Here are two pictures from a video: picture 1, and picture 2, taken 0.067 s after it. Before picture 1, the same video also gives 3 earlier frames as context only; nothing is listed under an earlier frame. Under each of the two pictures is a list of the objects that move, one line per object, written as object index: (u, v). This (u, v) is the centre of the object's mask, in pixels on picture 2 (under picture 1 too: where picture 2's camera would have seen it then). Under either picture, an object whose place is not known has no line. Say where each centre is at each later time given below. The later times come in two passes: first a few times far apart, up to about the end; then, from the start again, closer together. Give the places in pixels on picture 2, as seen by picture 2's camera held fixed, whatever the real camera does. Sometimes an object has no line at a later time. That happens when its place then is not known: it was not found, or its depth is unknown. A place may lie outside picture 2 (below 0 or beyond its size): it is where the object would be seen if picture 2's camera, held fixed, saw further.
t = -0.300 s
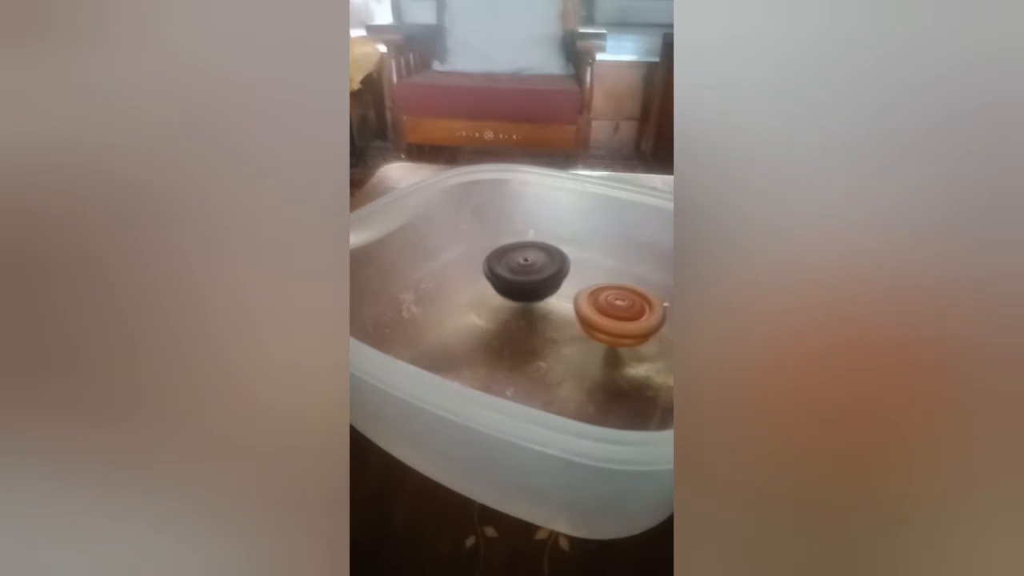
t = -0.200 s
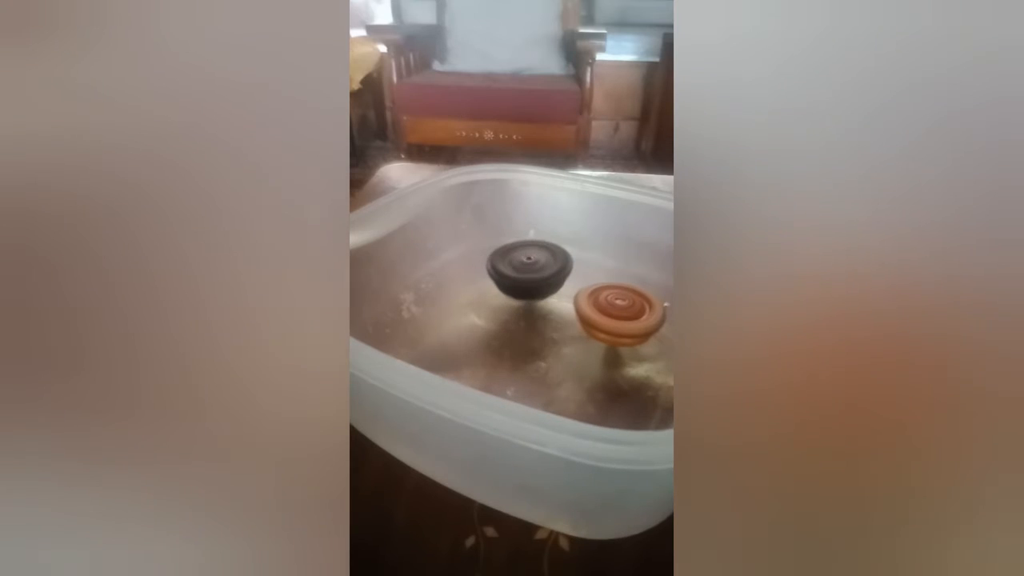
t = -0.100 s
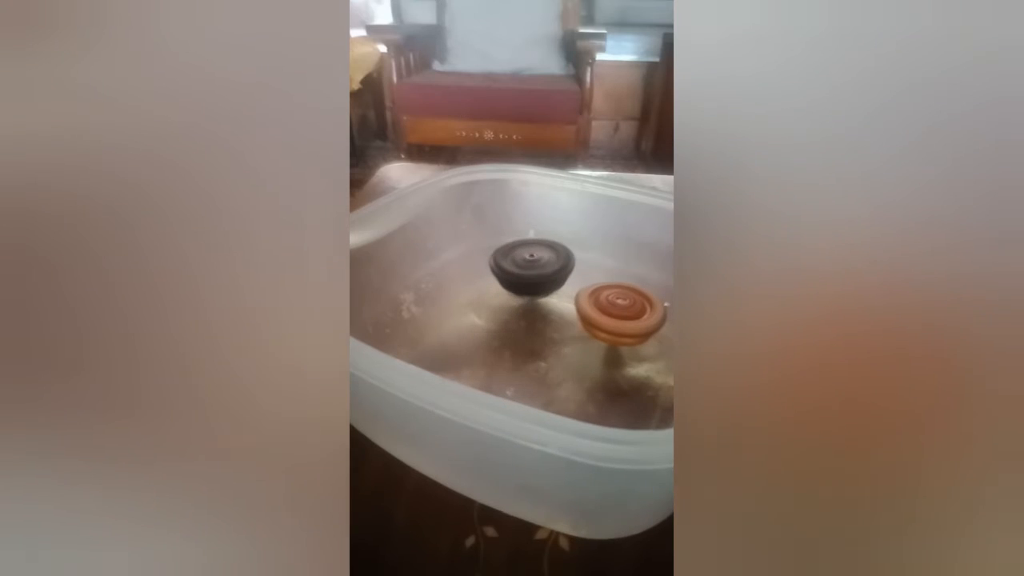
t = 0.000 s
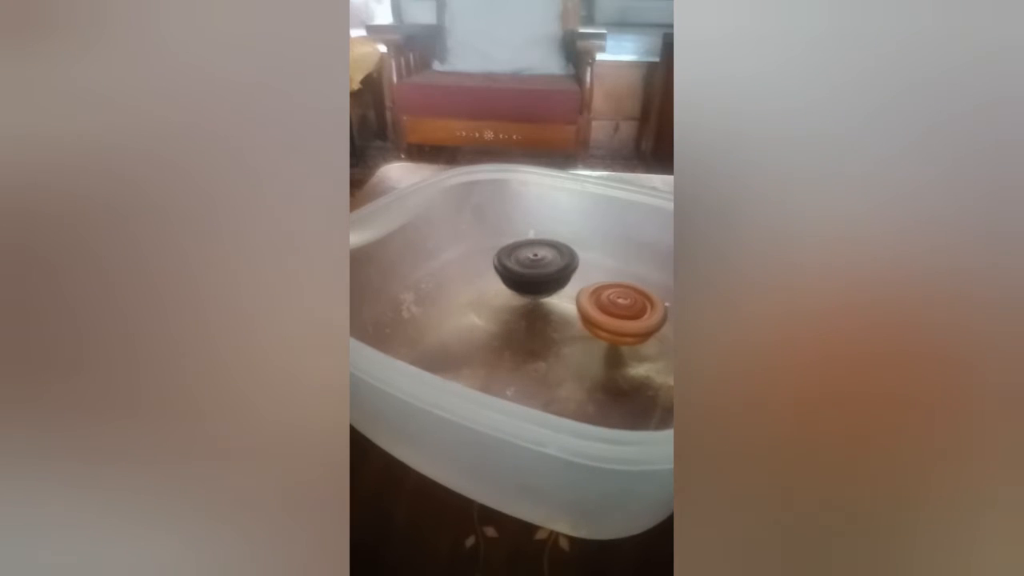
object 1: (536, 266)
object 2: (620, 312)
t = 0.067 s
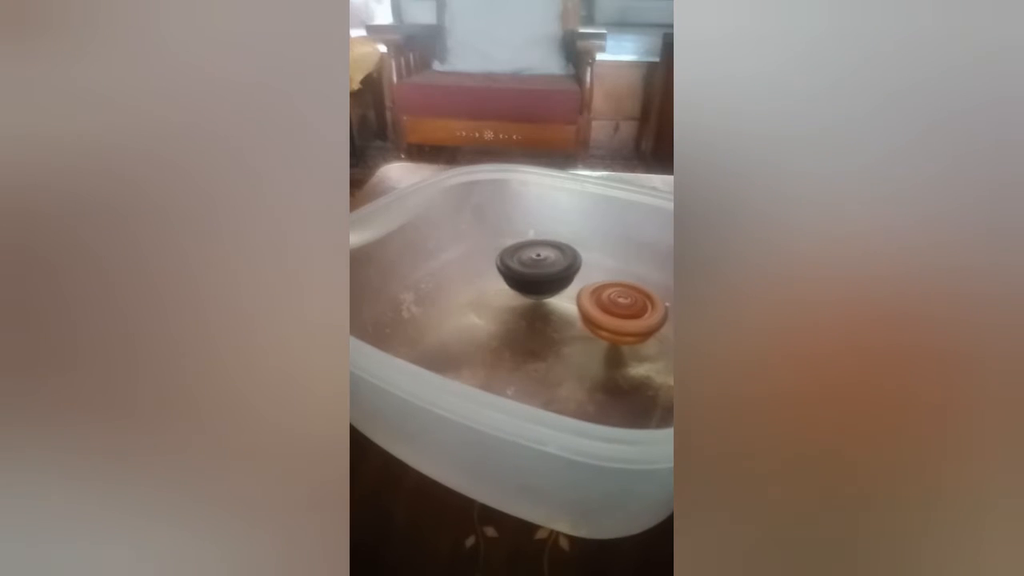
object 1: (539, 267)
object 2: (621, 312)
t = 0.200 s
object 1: (541, 268)
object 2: (621, 310)
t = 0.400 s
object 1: (525, 271)
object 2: (621, 311)
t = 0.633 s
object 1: (477, 287)
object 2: (624, 311)
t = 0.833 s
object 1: (475, 325)
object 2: (621, 313)
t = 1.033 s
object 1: (476, 361)
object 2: (631, 314)
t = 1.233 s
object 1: (496, 364)
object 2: (616, 318)
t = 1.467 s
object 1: (524, 355)
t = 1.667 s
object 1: (526, 350)
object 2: (633, 332)
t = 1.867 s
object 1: (522, 347)
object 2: (631, 326)
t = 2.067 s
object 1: (521, 348)
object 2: (623, 326)
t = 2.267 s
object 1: (513, 354)
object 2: (615, 328)
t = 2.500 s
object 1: (509, 361)
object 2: (605, 321)
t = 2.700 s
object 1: (517, 363)
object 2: (590, 320)
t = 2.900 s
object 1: (498, 368)
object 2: (596, 317)
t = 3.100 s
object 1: (481, 362)
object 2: (606, 318)
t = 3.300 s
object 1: (475, 362)
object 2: (630, 320)
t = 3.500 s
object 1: (477, 361)
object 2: (637, 314)
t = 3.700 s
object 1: (491, 356)
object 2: (626, 315)
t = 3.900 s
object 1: (513, 343)
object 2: (629, 325)
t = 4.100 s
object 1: (524, 327)
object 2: (627, 332)
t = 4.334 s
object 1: (528, 322)
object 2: (645, 331)
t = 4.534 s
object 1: (531, 323)
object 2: (636, 323)
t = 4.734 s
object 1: (534, 322)
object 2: (628, 314)
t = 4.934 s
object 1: (526, 322)
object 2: (625, 311)
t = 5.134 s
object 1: (500, 328)
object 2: (625, 313)
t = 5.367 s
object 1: (479, 341)
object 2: (625, 314)
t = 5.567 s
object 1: (484, 349)
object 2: (626, 320)
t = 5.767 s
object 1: (499, 355)
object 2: (622, 322)
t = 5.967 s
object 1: (511, 354)
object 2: (616, 323)
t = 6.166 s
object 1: (519, 356)
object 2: (600, 322)
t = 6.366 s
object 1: (499, 365)
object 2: (605, 319)
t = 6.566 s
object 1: (491, 365)
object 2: (616, 320)
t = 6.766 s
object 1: (476, 358)
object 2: (628, 321)
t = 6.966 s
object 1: (475, 363)
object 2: (637, 320)
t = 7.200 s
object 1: (499, 358)
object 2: (630, 315)
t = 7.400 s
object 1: (519, 348)
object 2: (620, 315)
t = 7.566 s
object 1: (526, 343)
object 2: (611, 318)
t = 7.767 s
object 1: (514, 351)
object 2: (599, 320)
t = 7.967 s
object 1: (499, 360)
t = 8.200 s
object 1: (490, 360)
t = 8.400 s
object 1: (480, 357)
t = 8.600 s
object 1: (473, 362)
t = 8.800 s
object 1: (483, 362)
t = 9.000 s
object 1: (501, 359)
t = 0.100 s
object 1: (539, 268)
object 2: (621, 311)
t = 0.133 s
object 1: (540, 268)
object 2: (621, 311)
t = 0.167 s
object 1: (541, 268)
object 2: (621, 311)
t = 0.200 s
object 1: (541, 268)
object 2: (621, 310)
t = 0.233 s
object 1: (541, 269)
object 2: (621, 311)
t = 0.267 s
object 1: (540, 270)
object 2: (620, 311)
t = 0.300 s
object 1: (538, 270)
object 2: (620, 311)
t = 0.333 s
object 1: (534, 271)
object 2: (621, 311)
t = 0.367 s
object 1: (530, 271)
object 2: (621, 311)
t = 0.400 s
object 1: (525, 271)
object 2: (621, 311)
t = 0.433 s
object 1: (516, 272)
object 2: (621, 311)
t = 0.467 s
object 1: (507, 273)
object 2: (621, 310)
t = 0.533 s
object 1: (499, 275)
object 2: (621, 311)
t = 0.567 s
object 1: (492, 280)
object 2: (622, 311)
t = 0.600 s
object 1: (483, 285)
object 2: (623, 311)
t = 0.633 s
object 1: (477, 287)
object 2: (624, 311)
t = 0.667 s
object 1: (475, 292)
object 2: (624, 310)
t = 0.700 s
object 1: (474, 296)
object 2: (622, 309)
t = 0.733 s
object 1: (476, 301)
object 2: (620, 310)
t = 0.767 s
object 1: (477, 307)
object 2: (620, 311)
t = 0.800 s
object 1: (476, 314)
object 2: (620, 312)
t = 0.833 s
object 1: (475, 325)
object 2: (621, 313)
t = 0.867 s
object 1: (472, 335)
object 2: (623, 315)
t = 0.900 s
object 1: (467, 345)
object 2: (626, 317)
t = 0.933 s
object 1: (465, 351)
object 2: (628, 316)
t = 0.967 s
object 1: (467, 354)
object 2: (630, 316)
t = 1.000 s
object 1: (470, 356)
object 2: (631, 315)
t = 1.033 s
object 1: (476, 361)
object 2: (631, 314)
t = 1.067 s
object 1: (480, 363)
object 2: (628, 312)
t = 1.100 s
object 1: (483, 364)
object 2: (624, 311)
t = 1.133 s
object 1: (485, 364)
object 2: (620, 312)
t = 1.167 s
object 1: (488, 364)
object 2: (617, 314)
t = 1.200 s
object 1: (491, 364)
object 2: (616, 317)
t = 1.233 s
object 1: (496, 364)
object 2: (616, 318)
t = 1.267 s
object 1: (500, 363)
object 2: (617, 320)
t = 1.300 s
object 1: (505, 362)
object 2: (617, 322)
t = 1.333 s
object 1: (510, 360)
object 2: (617, 323)
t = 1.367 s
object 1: (514, 359)
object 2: (617, 324)
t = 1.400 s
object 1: (518, 357)
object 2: (619, 326)
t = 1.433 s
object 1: (522, 356)
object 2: (621, 328)
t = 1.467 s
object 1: (524, 355)
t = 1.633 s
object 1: (527, 351)
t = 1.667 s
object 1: (526, 350)
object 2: (633, 332)
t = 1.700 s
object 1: (525, 350)
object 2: (636, 332)
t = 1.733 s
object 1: (525, 349)
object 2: (638, 331)
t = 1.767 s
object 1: (524, 347)
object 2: (636, 327)
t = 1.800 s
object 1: (522, 347)
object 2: (634, 327)
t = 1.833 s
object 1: (522, 347)
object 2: (632, 326)
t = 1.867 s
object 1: (522, 347)
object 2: (631, 326)
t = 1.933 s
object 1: (522, 347)
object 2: (630, 327)
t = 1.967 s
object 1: (522, 347)
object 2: (628, 326)
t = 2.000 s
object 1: (522, 347)
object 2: (626, 326)
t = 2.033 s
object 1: (521, 348)
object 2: (625, 326)
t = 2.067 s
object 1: (521, 348)
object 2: (623, 326)
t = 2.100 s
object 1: (520, 349)
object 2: (621, 326)
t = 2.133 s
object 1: (519, 350)
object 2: (619, 326)
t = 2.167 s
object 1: (517, 350)
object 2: (619, 327)
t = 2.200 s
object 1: (516, 352)
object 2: (619, 328)
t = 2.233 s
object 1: (514, 353)
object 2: (618, 328)
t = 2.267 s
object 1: (513, 354)
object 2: (615, 328)
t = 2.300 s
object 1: (512, 355)
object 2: (613, 326)
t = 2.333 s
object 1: (511, 356)
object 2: (613, 324)
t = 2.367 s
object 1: (510, 357)
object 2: (612, 323)
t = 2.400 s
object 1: (510, 358)
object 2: (611, 323)
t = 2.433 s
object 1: (509, 359)
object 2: (609, 323)
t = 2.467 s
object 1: (509, 360)
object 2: (607, 322)
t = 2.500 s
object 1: (509, 361)
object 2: (605, 321)
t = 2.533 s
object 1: (510, 361)
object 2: (602, 321)
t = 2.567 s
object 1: (512, 362)
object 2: (600, 320)
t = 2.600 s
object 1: (513, 362)
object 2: (597, 320)
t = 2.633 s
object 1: (514, 362)
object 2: (594, 320)
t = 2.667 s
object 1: (516, 362)
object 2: (592, 319)
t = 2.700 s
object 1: (517, 363)
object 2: (590, 320)
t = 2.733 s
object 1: (513, 364)
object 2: (589, 319)
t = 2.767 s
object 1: (509, 366)
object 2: (591, 319)
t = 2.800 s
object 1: (505, 367)
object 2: (593, 318)
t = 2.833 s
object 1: (502, 368)
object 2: (594, 317)
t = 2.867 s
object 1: (500, 368)
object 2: (595, 317)
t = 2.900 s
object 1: (498, 368)
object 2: (596, 317)
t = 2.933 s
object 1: (496, 367)
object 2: (596, 317)
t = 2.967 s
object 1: (493, 367)
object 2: (598, 317)
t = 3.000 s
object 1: (491, 366)
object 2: (599, 317)
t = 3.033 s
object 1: (488, 365)
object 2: (601, 318)
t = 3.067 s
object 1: (485, 364)
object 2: (603, 318)
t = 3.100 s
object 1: (481, 362)
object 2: (606, 318)
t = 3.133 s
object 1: (478, 361)
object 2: (609, 318)
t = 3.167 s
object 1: (475, 359)
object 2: (613, 319)
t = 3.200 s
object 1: (473, 359)
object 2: (617, 320)
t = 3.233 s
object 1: (473, 359)
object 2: (622, 320)
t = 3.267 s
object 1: (474, 361)
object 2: (627, 320)
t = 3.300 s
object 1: (475, 362)
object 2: (630, 320)
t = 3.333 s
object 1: (475, 362)
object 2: (633, 319)
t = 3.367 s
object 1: (475, 362)
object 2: (635, 319)
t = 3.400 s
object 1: (476, 362)
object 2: (637, 318)
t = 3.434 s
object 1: (476, 362)
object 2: (637, 317)
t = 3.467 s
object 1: (477, 361)
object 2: (637, 315)
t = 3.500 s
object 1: (477, 361)
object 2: (637, 314)
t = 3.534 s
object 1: (478, 360)
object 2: (636, 314)
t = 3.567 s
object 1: (480, 360)
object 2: (633, 313)
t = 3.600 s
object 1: (481, 359)
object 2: (631, 313)
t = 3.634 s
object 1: (484, 358)
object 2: (629, 313)
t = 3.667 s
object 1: (487, 357)
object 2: (627, 314)
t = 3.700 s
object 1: (491, 356)
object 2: (626, 315)
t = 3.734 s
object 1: (495, 354)
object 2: (627, 317)
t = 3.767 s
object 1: (498, 352)
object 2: (628, 321)
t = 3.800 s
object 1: (502, 350)
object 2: (629, 323)
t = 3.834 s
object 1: (506, 348)
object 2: (629, 324)
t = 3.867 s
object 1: (509, 345)
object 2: (629, 325)
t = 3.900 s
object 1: (513, 343)
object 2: (629, 325)
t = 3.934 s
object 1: (517, 340)
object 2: (628, 326)
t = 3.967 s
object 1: (520, 338)
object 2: (628, 327)
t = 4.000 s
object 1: (522, 335)
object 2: (628, 329)
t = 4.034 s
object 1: (522, 332)
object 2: (627, 330)
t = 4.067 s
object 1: (523, 330)
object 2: (627, 331)
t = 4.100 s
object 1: (524, 327)
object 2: (627, 332)
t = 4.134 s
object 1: (526, 325)
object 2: (627, 332)
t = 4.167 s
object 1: (524, 322)
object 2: (629, 333)
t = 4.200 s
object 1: (523, 321)
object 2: (631, 334)
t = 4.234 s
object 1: (524, 320)
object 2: (634, 334)
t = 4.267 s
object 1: (526, 321)
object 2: (639, 335)
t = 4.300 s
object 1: (528, 321)
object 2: (643, 334)
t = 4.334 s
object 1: (528, 322)
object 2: (645, 331)
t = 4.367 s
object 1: (528, 322)
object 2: (644, 330)
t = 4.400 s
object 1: (528, 322)
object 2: (643, 329)
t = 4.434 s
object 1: (529, 322)
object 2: (641, 328)
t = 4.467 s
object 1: (529, 322)
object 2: (639, 326)
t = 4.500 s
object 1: (530, 322)
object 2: (637, 324)
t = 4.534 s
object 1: (531, 323)
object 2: (636, 323)
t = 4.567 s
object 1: (532, 323)
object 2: (634, 321)
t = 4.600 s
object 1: (533, 323)
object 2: (633, 319)
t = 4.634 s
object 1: (534, 323)
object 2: (632, 318)
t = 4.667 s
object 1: (535, 324)
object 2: (630, 318)
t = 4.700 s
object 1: (535, 323)
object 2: (628, 315)
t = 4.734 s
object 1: (534, 322)
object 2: (628, 314)
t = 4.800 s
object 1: (534, 321)
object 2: (627, 314)
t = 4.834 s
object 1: (534, 321)
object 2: (627, 313)
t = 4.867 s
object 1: (534, 321)
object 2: (626, 312)
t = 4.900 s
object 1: (530, 322)
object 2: (625, 312)
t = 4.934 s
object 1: (526, 322)
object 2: (625, 311)
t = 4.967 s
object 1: (523, 322)
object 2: (626, 312)
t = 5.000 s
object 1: (520, 323)
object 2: (626, 313)
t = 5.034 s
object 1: (512, 324)
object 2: (625, 313)
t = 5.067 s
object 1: (507, 325)
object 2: (625, 313)
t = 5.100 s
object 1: (504, 327)
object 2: (625, 313)
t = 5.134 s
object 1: (500, 328)
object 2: (625, 313)
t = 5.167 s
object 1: (497, 330)
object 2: (625, 313)
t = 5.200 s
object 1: (494, 332)
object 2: (625, 313)
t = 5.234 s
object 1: (490, 334)
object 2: (624, 313)
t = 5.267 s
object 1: (487, 335)
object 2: (624, 313)
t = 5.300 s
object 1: (484, 337)
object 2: (625, 313)
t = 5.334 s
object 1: (481, 339)
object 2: (626, 314)
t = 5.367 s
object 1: (479, 341)
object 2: (625, 314)
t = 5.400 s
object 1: (478, 342)
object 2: (624, 315)
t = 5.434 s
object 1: (478, 344)
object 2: (624, 316)
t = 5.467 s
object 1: (478, 345)
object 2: (625, 317)
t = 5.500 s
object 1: (480, 346)
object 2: (627, 318)
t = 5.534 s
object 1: (482, 347)
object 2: (627, 319)
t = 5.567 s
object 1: (484, 349)
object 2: (626, 320)
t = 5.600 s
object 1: (486, 350)
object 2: (626, 320)
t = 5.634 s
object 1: (489, 352)
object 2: (626, 320)
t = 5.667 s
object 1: (492, 353)
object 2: (626, 321)
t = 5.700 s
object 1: (494, 354)
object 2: (625, 321)
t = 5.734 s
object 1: (497, 355)
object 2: (624, 321)
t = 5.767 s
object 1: (499, 355)
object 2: (622, 322)
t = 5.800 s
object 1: (502, 355)
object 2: (621, 322)
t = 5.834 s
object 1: (505, 355)
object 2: (620, 322)
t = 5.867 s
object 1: (507, 355)
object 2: (619, 323)
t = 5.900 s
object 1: (509, 354)
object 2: (617, 323)
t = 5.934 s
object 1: (510, 354)
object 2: (616, 323)
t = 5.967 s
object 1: (511, 354)
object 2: (616, 323)
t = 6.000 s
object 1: (512, 354)
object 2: (614, 323)
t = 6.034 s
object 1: (513, 354)
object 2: (610, 323)
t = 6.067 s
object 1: (514, 355)
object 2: (606, 323)
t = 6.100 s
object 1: (516, 355)
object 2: (604, 322)
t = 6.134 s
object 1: (517, 355)
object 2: (602, 322)
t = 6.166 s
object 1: (519, 356)
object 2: (600, 322)
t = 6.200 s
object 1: (517, 357)
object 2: (598, 322)
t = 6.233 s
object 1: (511, 360)
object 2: (599, 321)
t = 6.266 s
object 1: (507, 362)
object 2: (601, 320)
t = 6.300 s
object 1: (504, 363)
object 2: (602, 320)
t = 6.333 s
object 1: (501, 365)
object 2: (604, 319)
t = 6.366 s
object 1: (499, 365)
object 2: (605, 319)
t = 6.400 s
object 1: (498, 366)
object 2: (606, 319)
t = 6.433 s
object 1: (497, 366)
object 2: (608, 319)
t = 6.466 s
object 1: (495, 366)
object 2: (609, 319)
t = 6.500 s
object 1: (494, 366)
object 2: (611, 320)
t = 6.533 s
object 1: (492, 366)
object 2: (614, 320)
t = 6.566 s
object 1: (491, 365)
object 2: (616, 320)
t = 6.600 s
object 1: (488, 364)
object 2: (619, 320)
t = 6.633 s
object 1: (486, 362)
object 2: (621, 320)
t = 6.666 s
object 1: (484, 361)
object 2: (623, 321)
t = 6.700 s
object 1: (482, 360)
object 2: (625, 321)
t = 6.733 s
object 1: (479, 359)
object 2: (626, 321)
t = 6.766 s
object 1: (476, 358)
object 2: (628, 321)
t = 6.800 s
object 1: (474, 358)
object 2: (630, 321)
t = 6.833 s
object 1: (473, 359)
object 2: (633, 321)
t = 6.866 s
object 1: (473, 360)
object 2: (635, 321)
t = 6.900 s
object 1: (473, 362)
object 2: (636, 321)
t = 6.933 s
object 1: (474, 363)
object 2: (637, 320)
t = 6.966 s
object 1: (475, 363)
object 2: (637, 320)
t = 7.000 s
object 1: (477, 363)
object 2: (637, 318)
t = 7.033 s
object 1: (479, 363)
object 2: (637, 317)
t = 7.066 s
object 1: (483, 362)
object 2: (637, 316)
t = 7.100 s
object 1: (486, 361)
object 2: (636, 316)
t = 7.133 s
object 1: (490, 360)
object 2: (634, 315)
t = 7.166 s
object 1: (494, 359)
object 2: (632, 315)
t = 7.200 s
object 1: (499, 358)
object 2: (630, 315)
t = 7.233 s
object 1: (503, 355)
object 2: (628, 315)
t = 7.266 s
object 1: (506, 353)
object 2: (626, 314)
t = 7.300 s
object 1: (511, 352)
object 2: (624, 314)
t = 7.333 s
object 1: (514, 351)
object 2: (622, 314)
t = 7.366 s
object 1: (516, 349)
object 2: (621, 315)
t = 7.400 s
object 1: (519, 348)
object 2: (620, 315)
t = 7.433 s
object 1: (522, 347)
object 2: (619, 316)
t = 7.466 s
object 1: (523, 345)
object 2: (617, 317)
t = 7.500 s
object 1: (524, 344)
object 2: (614, 318)
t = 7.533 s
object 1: (526, 344)
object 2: (613, 318)
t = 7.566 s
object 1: (526, 343)
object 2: (611, 318)
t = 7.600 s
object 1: (525, 344)
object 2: (609, 319)
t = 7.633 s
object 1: (522, 346)
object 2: (606, 318)
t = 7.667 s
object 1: (520, 347)
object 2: (605, 319)
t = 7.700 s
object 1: (518, 348)
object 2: (603, 319)
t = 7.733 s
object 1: (515, 350)
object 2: (601, 320)
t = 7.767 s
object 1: (514, 351)
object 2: (599, 320)
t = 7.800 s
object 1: (510, 353)
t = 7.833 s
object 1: (508, 355)
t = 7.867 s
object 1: (506, 356)
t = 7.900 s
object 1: (503, 357)
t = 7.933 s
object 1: (500, 359)
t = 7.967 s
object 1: (499, 360)
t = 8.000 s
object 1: (497, 360)
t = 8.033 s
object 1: (496, 360)
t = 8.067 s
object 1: (495, 361)
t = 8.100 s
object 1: (493, 361)
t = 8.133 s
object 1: (491, 361)
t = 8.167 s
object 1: (491, 360)
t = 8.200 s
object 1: (490, 360)
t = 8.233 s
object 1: (488, 359)
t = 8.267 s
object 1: (487, 358)
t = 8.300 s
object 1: (486, 358)
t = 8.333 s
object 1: (485, 357)
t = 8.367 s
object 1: (484, 357)
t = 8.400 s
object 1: (480, 357)
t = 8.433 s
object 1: (477, 357)
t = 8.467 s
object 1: (476, 357)
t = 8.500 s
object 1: (474, 358)
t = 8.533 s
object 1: (475, 360)
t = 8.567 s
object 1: (474, 361)
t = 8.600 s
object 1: (473, 362)
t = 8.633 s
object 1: (474, 363)
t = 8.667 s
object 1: (474, 363)
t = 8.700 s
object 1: (475, 363)
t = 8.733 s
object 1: (477, 363)
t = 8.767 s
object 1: (480, 362)
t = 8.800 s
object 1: (483, 362)
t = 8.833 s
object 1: (486, 362)
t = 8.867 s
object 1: (490, 361)
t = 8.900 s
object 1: (494, 361)
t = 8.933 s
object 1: (497, 360)
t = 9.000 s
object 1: (501, 359)
